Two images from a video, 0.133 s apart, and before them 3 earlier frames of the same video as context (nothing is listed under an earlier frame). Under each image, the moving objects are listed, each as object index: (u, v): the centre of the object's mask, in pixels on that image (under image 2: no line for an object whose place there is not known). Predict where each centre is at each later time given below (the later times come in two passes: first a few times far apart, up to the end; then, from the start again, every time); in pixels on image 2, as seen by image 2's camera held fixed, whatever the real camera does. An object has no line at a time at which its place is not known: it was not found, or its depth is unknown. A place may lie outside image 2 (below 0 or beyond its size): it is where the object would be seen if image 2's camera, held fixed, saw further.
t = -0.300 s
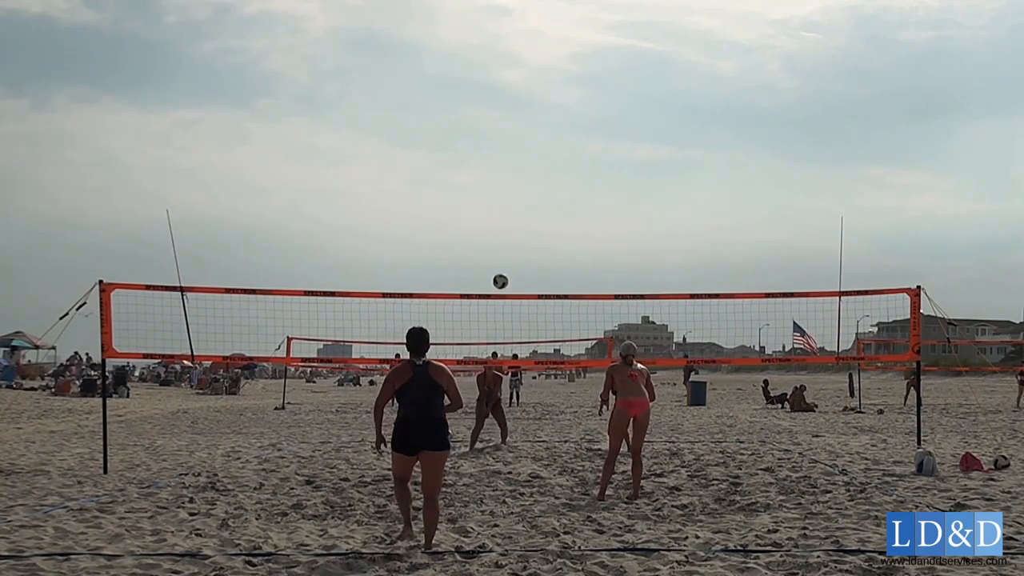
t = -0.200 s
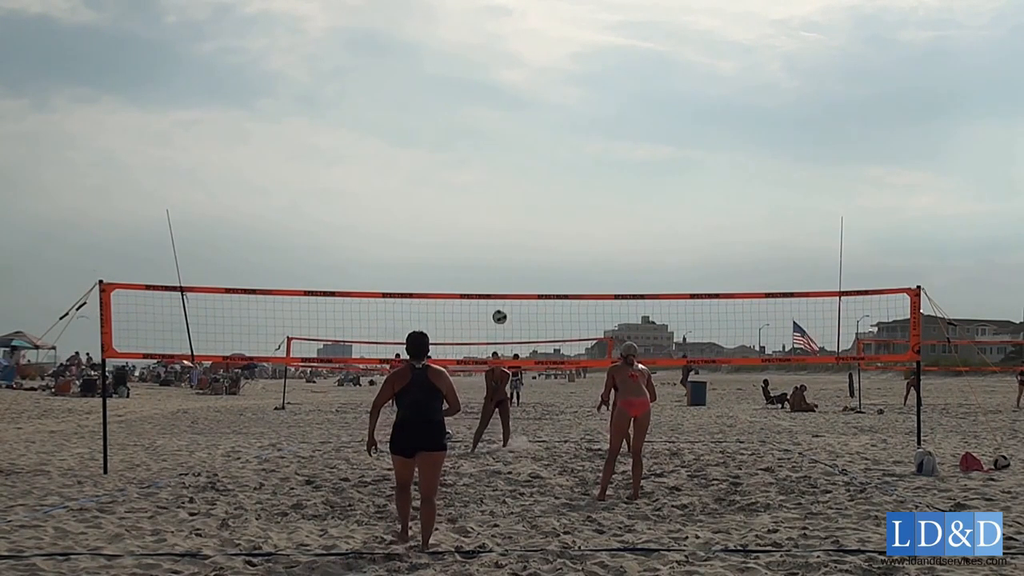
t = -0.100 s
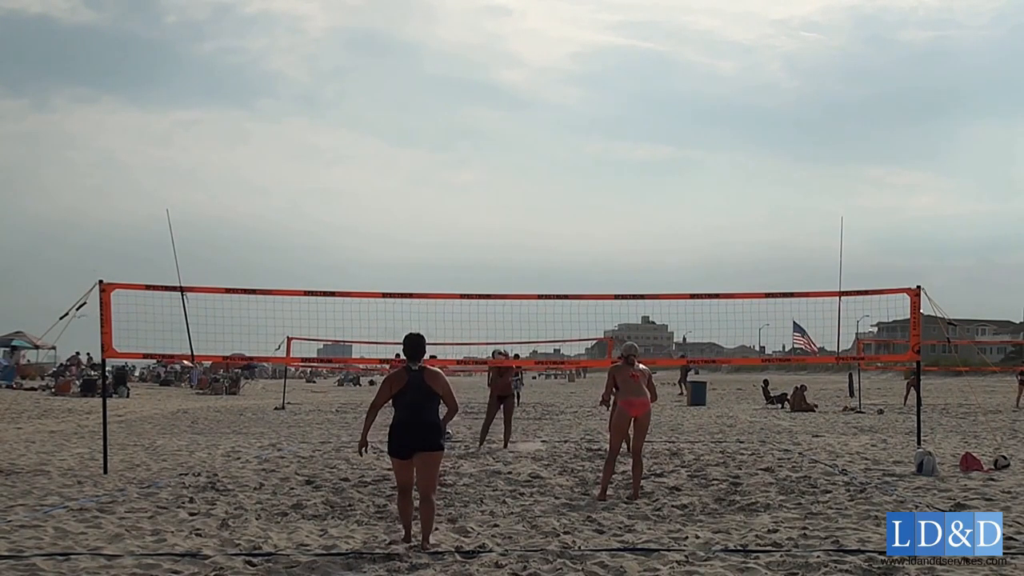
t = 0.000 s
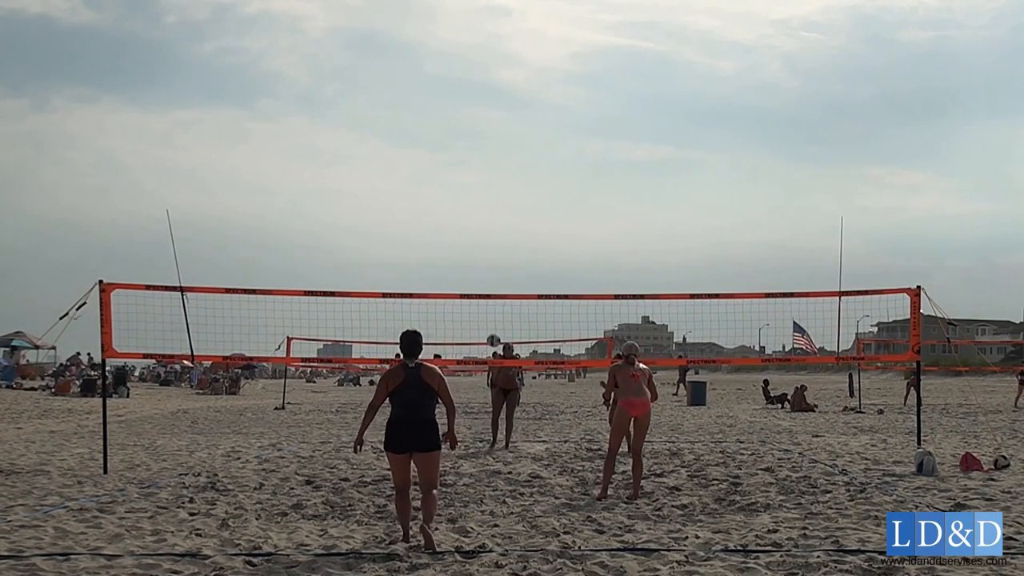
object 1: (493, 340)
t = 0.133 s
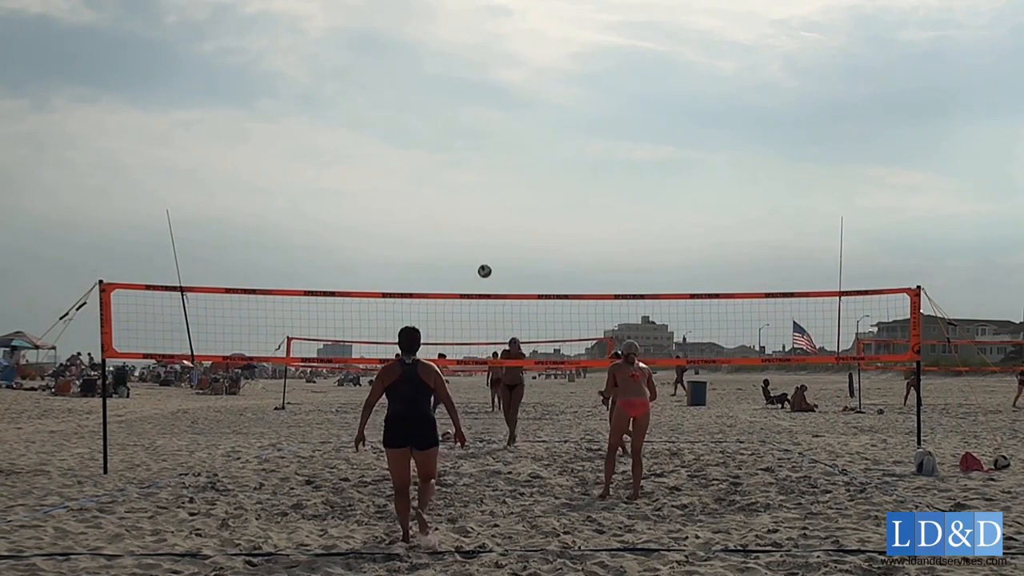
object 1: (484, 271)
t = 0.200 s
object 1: (480, 241)
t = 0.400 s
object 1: (465, 166)
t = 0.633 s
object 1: (446, 110)
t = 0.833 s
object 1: (429, 90)
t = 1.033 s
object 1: (411, 97)
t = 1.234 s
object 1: (393, 132)
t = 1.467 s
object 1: (371, 212)
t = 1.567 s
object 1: (362, 259)
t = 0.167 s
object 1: (482, 256)
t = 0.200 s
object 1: (480, 241)
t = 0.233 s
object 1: (477, 226)
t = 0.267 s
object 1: (475, 213)
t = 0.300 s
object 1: (472, 200)
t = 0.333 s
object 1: (470, 188)
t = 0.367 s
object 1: (467, 177)
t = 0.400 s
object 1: (465, 166)
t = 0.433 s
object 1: (462, 156)
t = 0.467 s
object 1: (459, 146)
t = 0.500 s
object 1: (457, 138)
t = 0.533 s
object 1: (454, 130)
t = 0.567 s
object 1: (451, 123)
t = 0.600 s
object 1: (449, 116)
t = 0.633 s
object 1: (446, 110)
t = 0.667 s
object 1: (443, 105)
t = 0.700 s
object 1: (440, 100)
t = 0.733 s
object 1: (437, 97)
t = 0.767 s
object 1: (435, 94)
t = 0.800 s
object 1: (432, 91)
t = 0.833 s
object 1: (429, 90)
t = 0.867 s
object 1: (426, 89)
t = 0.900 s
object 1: (423, 89)
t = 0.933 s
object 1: (420, 90)
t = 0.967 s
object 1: (417, 91)
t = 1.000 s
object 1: (414, 94)
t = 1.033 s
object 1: (411, 97)
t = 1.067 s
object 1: (408, 101)
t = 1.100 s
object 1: (405, 105)
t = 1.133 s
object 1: (402, 111)
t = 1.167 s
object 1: (399, 117)
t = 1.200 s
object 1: (396, 124)
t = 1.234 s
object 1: (393, 132)
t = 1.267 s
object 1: (390, 141)
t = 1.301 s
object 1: (387, 151)
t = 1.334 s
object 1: (383, 161)
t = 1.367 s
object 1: (381, 172)
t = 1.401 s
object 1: (377, 185)
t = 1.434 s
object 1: (374, 198)
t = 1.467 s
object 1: (371, 212)
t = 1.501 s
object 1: (368, 226)
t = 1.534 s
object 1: (365, 242)
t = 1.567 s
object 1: (362, 259)
